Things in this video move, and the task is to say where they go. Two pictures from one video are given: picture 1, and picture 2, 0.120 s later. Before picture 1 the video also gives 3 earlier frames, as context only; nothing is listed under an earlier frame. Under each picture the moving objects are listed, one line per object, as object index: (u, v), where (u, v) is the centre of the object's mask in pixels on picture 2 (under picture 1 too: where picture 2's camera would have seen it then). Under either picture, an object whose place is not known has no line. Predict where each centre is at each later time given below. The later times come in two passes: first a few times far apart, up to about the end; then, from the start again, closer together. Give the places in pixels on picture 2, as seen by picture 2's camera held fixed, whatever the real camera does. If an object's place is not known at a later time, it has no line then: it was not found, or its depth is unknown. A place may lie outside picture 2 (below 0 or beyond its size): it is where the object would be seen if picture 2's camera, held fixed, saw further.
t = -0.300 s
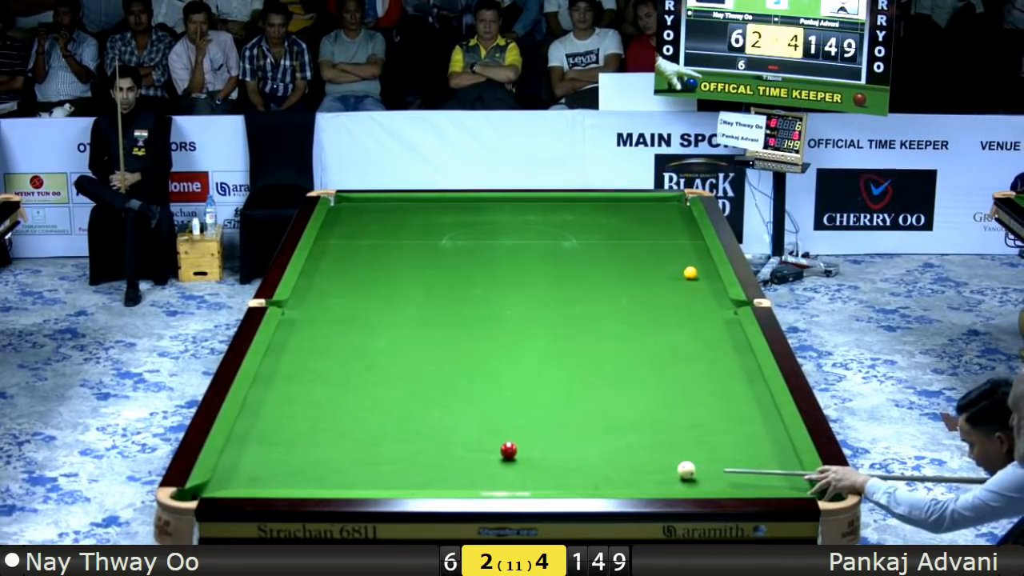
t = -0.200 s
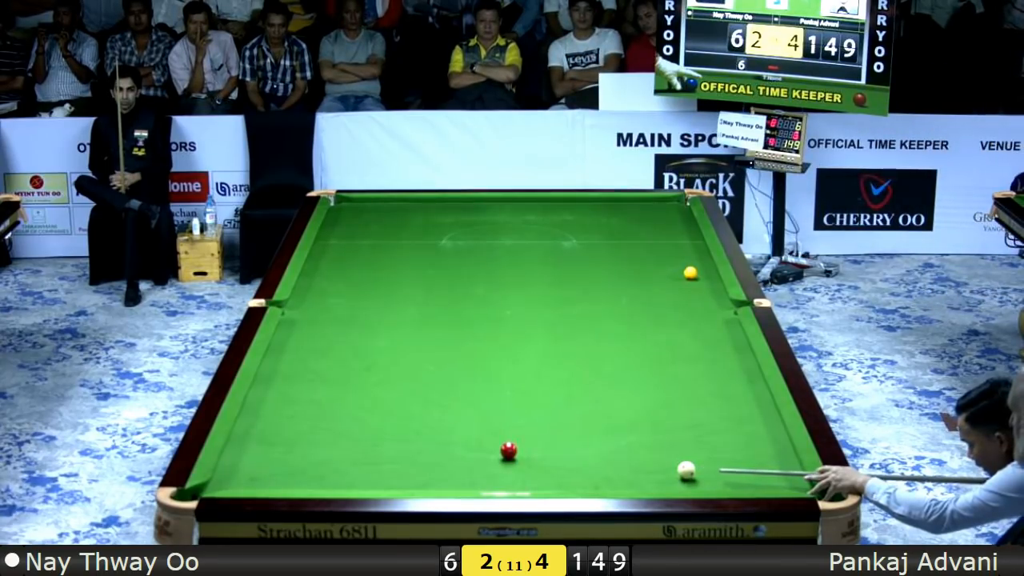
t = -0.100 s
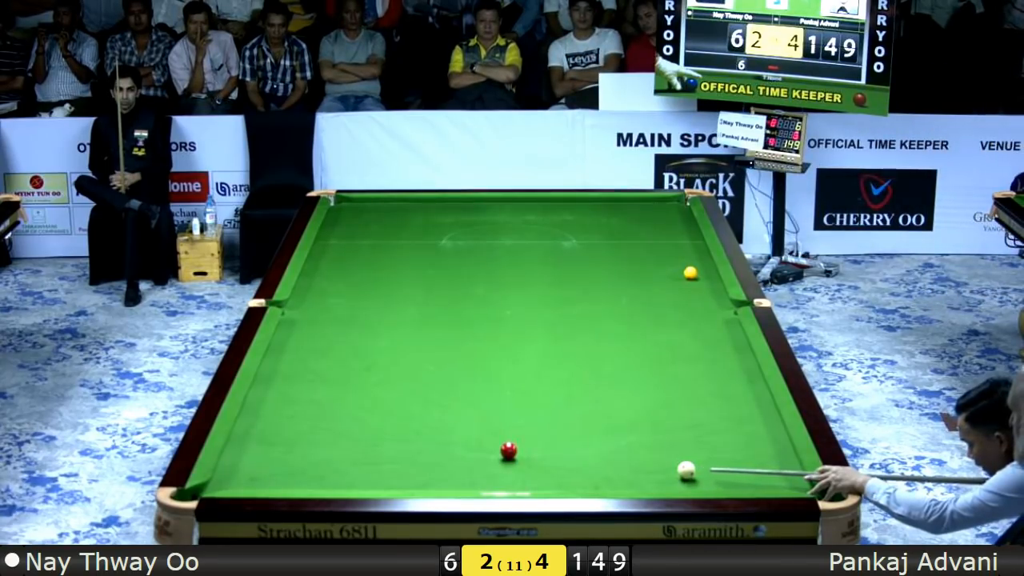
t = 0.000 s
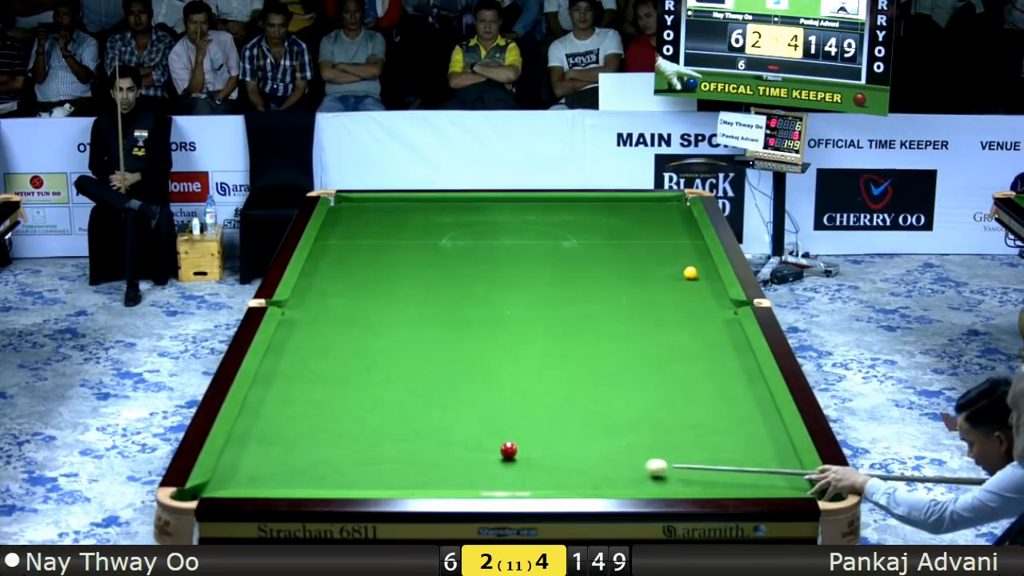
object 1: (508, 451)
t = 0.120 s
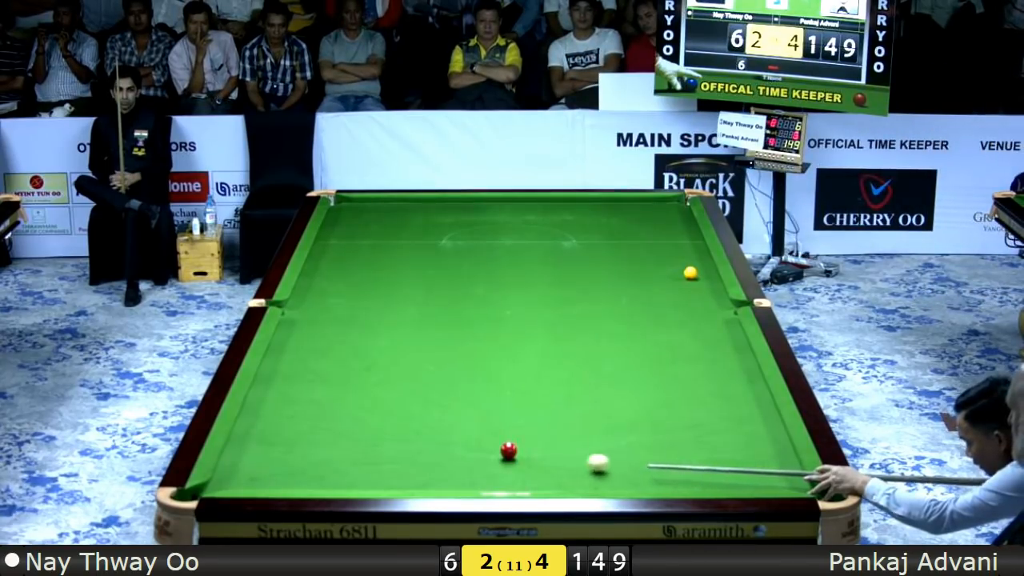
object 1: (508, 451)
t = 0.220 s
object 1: (508, 451)
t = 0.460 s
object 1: (487, 438)
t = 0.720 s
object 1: (461, 422)
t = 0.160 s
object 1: (508, 451)
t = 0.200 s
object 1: (508, 451)
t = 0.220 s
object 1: (508, 451)
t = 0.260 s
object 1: (508, 451)
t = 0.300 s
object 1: (505, 448)
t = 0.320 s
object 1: (503, 446)
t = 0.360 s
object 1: (498, 444)
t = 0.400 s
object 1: (494, 442)
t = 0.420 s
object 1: (491, 441)
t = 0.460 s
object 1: (487, 438)
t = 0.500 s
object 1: (483, 436)
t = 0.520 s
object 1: (481, 435)
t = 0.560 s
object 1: (477, 432)
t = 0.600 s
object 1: (473, 429)
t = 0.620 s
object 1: (471, 428)
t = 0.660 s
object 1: (467, 426)
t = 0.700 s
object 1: (463, 424)
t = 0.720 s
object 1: (461, 422)
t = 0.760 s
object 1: (457, 420)
